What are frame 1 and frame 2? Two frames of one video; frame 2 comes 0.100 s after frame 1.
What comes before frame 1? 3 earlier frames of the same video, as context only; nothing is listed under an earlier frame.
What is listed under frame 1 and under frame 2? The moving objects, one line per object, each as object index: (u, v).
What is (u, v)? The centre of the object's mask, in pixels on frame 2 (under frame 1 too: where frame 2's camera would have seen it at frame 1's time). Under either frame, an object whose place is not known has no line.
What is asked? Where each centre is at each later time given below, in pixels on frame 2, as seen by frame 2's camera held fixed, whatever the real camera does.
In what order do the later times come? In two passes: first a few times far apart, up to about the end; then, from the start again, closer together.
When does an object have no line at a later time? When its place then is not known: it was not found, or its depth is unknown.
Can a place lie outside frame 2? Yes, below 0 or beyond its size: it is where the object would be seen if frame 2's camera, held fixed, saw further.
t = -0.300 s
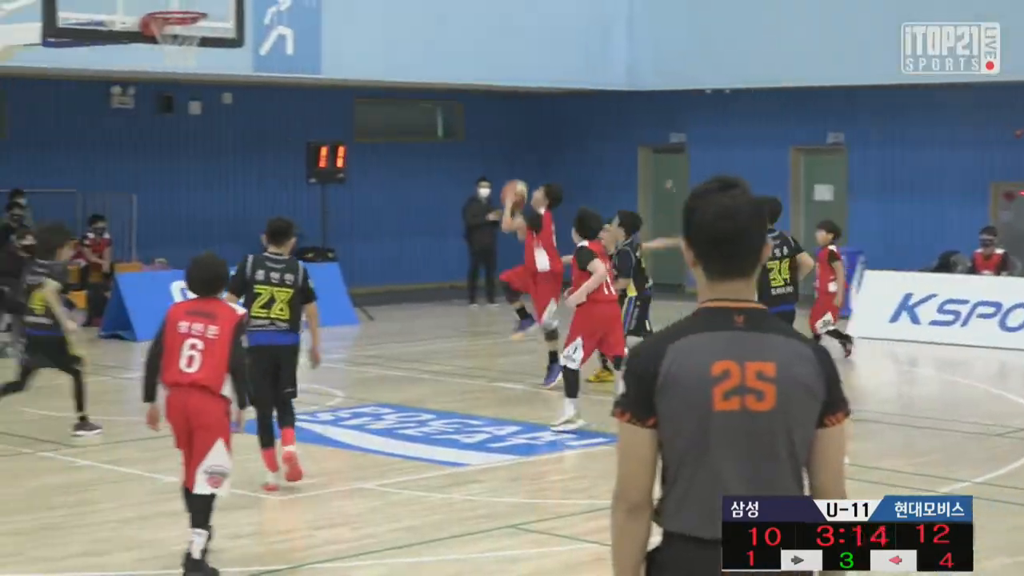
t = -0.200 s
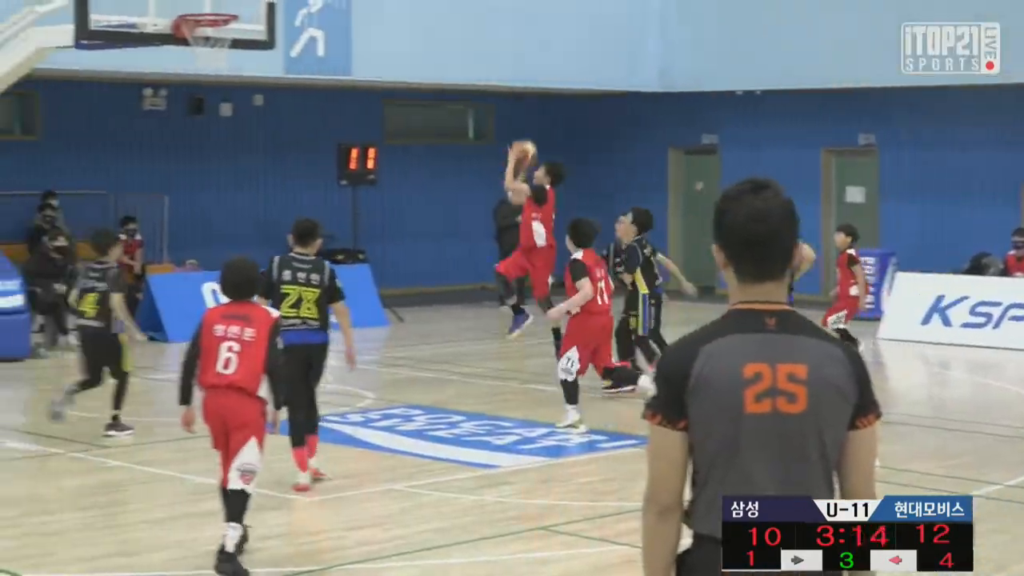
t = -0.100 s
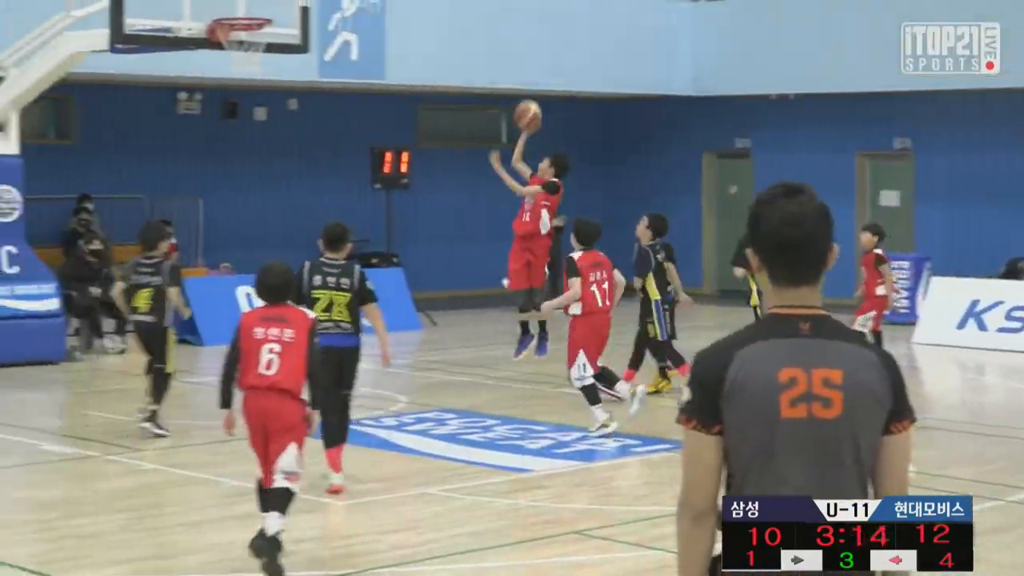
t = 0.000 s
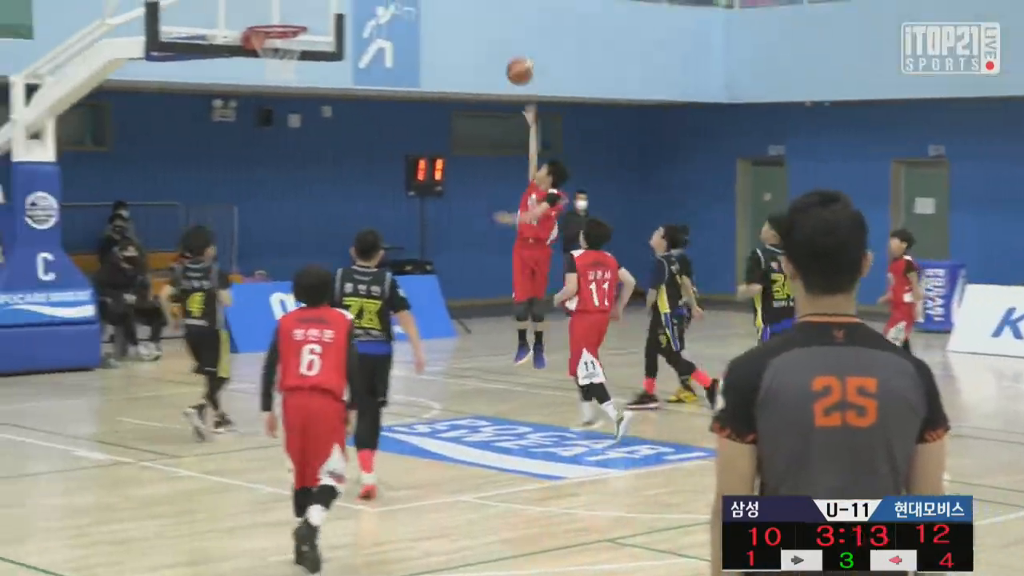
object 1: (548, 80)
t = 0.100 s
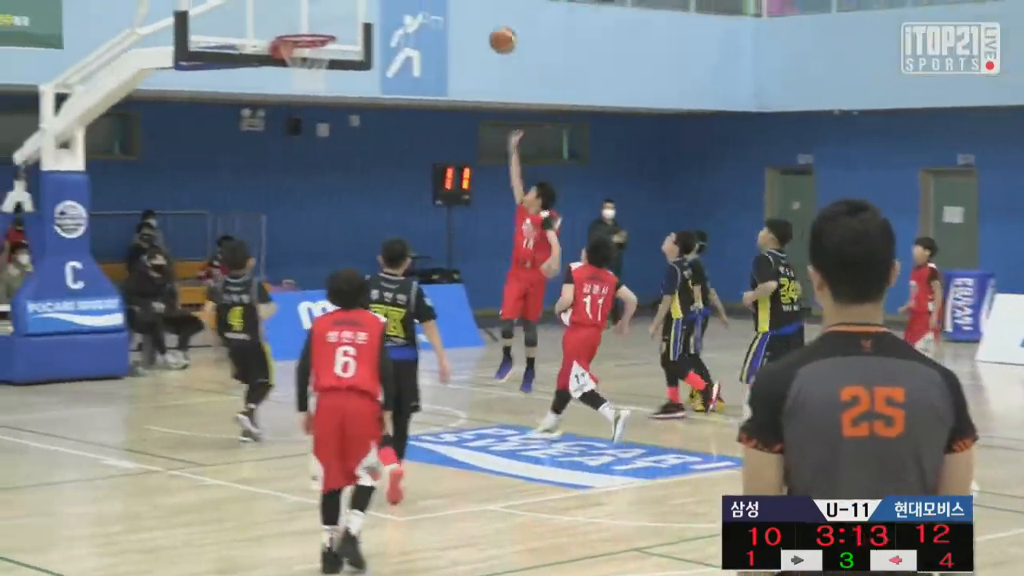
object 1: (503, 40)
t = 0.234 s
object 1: (444, 4)
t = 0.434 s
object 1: (357, -11)
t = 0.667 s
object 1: (313, 23)
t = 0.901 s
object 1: (311, 61)
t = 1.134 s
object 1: (314, 98)
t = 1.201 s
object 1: (315, 117)
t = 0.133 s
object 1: (488, 29)
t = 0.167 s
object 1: (473, 19)
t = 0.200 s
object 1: (459, 11)
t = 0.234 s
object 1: (444, 4)
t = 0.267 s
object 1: (429, -2)
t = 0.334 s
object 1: (400, -10)
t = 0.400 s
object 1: (372, -12)
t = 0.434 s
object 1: (357, -11)
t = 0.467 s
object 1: (342, -7)
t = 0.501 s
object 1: (328, -5)
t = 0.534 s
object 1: (320, -1)
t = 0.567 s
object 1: (319, 3)
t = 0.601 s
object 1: (317, 9)
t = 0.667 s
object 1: (313, 23)
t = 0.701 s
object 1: (311, 29)
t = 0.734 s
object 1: (309, 45)
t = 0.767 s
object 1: (307, 56)
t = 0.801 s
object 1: (307, 59)
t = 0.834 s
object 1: (309, 60)
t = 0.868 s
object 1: (309, 60)
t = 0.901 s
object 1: (311, 61)
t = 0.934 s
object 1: (312, 62)
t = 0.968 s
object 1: (311, 63)
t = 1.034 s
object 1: (313, 73)
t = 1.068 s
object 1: (314, 79)
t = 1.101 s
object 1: (314, 87)
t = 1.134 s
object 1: (314, 98)
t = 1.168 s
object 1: (314, 107)
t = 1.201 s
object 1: (315, 117)
